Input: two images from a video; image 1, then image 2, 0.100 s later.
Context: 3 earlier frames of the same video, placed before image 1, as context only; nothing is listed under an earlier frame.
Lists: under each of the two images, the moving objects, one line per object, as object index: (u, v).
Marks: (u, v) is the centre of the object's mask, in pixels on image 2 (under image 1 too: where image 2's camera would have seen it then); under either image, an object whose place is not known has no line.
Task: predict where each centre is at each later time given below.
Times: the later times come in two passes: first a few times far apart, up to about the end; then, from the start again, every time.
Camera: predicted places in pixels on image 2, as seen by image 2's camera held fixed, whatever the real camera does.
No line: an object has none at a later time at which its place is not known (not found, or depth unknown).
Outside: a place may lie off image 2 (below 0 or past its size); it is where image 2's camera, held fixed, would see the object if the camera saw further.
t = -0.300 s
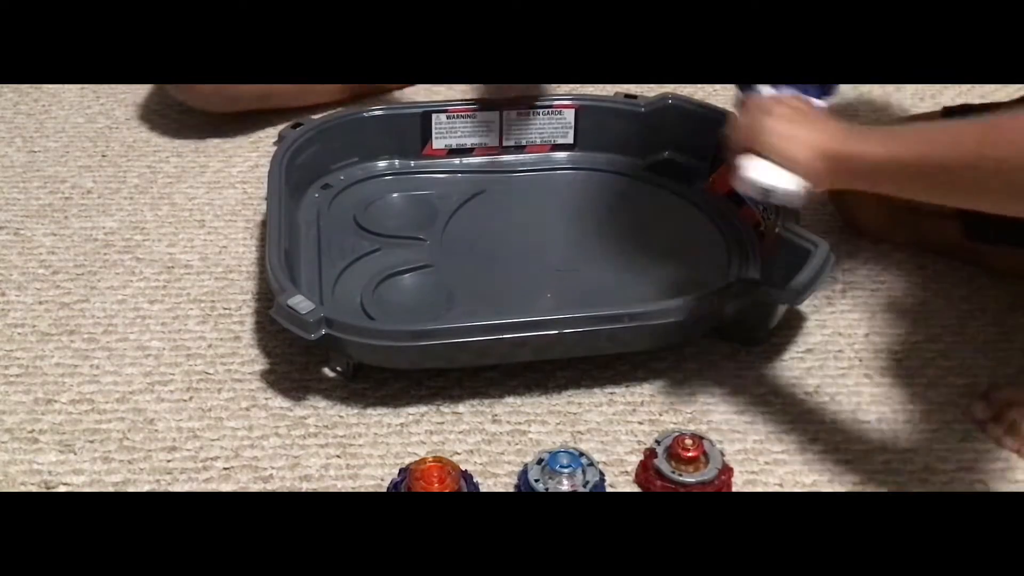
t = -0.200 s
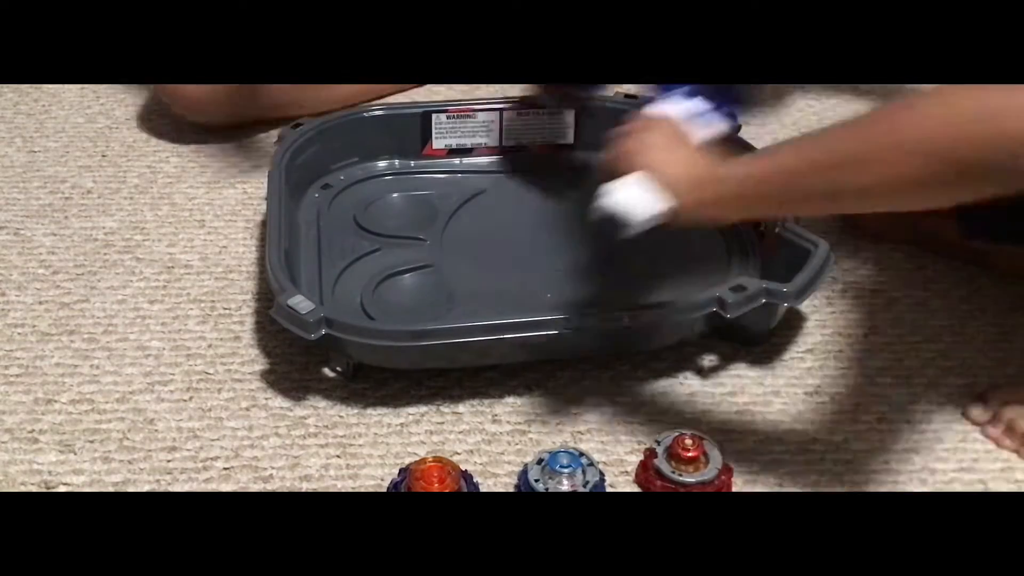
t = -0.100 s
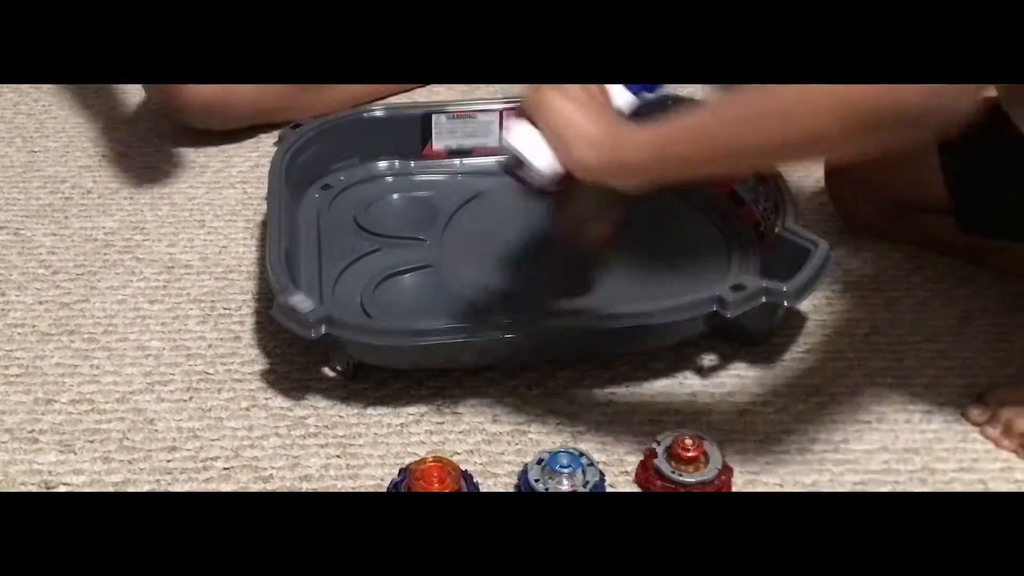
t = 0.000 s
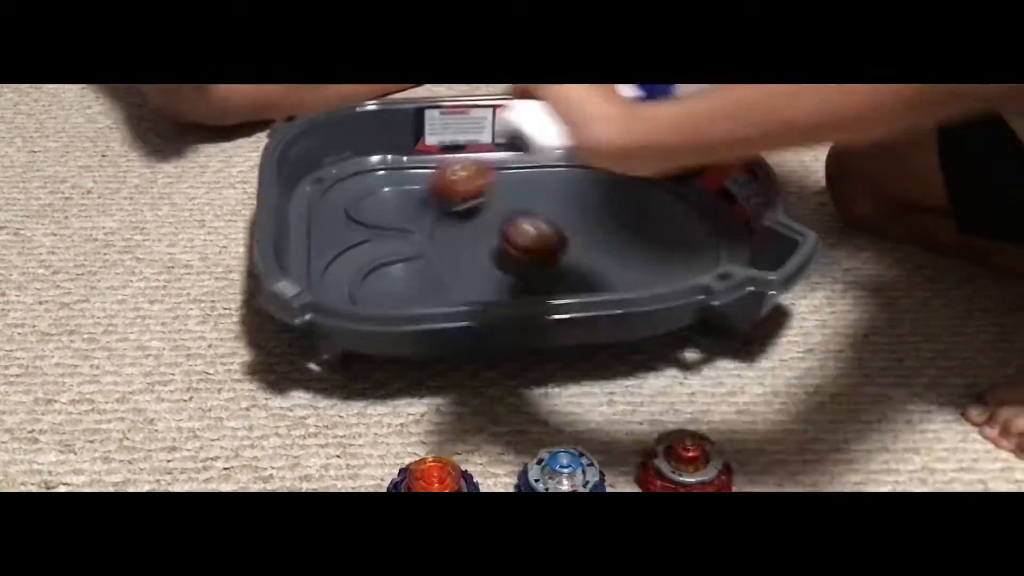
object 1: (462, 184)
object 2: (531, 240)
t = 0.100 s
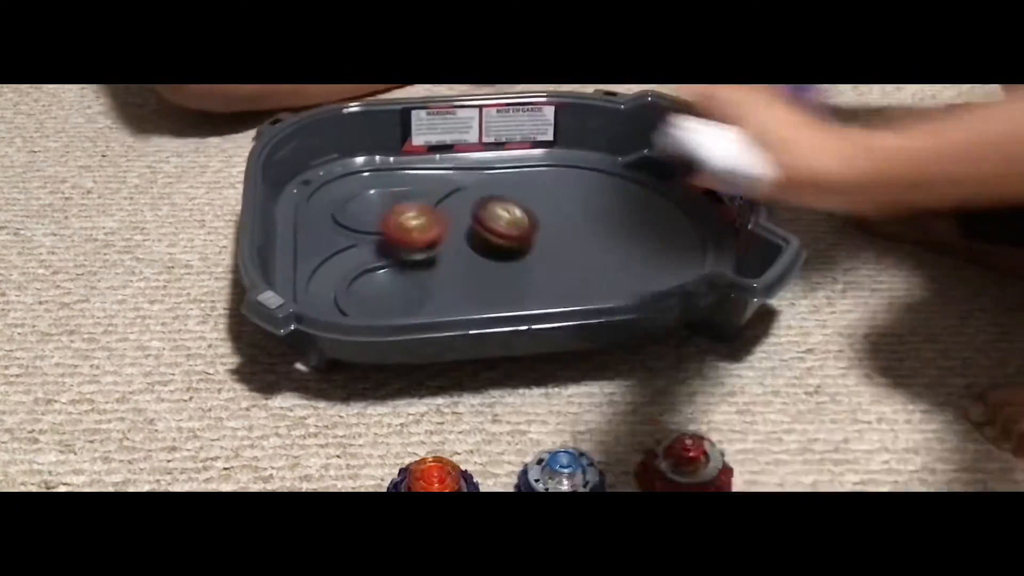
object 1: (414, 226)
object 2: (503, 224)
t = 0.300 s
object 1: (375, 302)
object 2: (493, 201)
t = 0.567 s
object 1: (343, 298)
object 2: (566, 241)
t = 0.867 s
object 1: (383, 303)
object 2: (616, 280)
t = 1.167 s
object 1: (529, 294)
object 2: (535, 259)
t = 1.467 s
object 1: (668, 206)
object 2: (512, 217)
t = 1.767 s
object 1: (397, 157)
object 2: (601, 223)
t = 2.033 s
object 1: (401, 222)
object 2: (632, 253)
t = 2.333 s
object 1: (499, 205)
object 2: (606, 280)
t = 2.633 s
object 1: (485, 183)
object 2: (560, 253)
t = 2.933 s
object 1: (442, 207)
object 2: (591, 230)
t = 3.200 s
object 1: (557, 261)
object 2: (617, 225)
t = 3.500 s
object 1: (595, 266)
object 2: (604, 192)
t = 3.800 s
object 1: (550, 289)
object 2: (475, 157)
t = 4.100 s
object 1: (515, 235)
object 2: (465, 177)
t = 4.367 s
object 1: (497, 269)
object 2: (627, 207)
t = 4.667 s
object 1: (607, 276)
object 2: (683, 259)
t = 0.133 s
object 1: (410, 237)
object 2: (497, 219)
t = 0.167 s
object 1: (409, 261)
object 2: (493, 213)
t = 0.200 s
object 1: (406, 286)
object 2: (490, 208)
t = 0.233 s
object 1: (393, 285)
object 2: (490, 203)
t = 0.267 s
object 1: (382, 291)
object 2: (491, 202)
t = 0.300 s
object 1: (375, 302)
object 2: (493, 201)
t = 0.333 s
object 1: (371, 302)
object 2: (499, 202)
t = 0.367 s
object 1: (367, 301)
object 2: (505, 205)
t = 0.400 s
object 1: (358, 301)
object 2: (512, 208)
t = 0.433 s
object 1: (355, 301)
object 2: (521, 214)
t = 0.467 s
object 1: (352, 300)
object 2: (531, 220)
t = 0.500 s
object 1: (350, 299)
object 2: (543, 226)
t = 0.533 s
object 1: (345, 299)
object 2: (554, 233)
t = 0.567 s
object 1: (343, 298)
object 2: (566, 241)
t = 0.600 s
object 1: (343, 298)
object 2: (577, 248)
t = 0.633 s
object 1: (343, 298)
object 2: (588, 255)
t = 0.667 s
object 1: (343, 298)
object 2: (598, 262)
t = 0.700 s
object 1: (345, 298)
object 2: (606, 267)
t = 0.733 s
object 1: (348, 299)
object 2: (613, 272)
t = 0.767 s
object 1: (356, 300)
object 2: (617, 275)
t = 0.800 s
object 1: (363, 302)
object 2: (619, 277)
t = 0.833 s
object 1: (372, 303)
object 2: (619, 279)
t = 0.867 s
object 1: (383, 303)
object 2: (616, 280)
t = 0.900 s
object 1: (395, 303)
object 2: (611, 282)
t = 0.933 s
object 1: (407, 302)
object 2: (605, 283)
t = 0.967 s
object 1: (420, 301)
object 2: (597, 283)
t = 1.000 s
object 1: (437, 300)
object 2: (587, 283)
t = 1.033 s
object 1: (454, 298)
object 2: (577, 282)
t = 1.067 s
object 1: (470, 298)
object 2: (567, 280)
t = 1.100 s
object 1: (489, 297)
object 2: (555, 279)
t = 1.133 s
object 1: (508, 296)
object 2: (548, 271)
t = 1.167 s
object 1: (529, 294)
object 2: (535, 259)
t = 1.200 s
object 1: (553, 292)
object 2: (523, 257)
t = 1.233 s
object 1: (577, 290)
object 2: (517, 253)
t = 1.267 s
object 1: (600, 287)
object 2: (510, 247)
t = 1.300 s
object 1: (621, 282)
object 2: (506, 240)
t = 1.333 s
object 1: (642, 274)
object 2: (503, 234)
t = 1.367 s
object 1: (657, 263)
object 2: (503, 228)
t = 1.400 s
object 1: (667, 247)
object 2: (504, 223)
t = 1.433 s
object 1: (673, 227)
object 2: (507, 220)
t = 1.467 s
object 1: (668, 206)
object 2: (512, 217)
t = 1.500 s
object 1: (649, 190)
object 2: (518, 214)
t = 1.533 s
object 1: (626, 174)
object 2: (526, 213)
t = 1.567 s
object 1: (596, 160)
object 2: (535, 213)
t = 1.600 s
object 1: (568, 155)
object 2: (545, 214)
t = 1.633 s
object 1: (529, 159)
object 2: (556, 215)
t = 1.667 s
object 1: (495, 158)
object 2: (569, 214)
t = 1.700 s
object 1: (459, 162)
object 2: (579, 218)
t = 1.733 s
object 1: (429, 155)
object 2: (590, 219)
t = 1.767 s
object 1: (397, 157)
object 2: (601, 223)
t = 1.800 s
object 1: (368, 162)
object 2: (610, 227)
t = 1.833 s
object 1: (341, 165)
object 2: (619, 230)
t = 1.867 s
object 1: (324, 182)
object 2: (627, 231)
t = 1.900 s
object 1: (320, 197)
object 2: (632, 237)
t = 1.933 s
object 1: (332, 209)
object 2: (636, 241)
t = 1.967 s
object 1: (352, 216)
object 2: (637, 245)
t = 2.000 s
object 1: (375, 219)
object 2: (635, 249)
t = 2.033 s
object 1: (401, 222)
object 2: (632, 253)
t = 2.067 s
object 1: (425, 227)
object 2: (626, 257)
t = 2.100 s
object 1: (451, 239)
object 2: (617, 262)
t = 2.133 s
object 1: (477, 243)
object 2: (607, 265)
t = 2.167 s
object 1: (500, 247)
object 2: (596, 269)
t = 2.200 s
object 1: (517, 247)
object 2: (584, 270)
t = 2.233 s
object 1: (519, 239)
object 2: (586, 274)
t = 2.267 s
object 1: (514, 228)
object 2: (592, 277)
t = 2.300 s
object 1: (507, 216)
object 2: (601, 278)
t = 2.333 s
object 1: (499, 205)
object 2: (606, 280)
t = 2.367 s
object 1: (491, 195)
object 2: (609, 279)
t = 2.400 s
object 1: (483, 185)
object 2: (610, 278)
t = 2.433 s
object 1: (474, 177)
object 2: (607, 278)
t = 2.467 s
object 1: (467, 170)
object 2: (602, 276)
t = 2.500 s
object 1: (464, 168)
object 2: (595, 274)
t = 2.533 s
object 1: (465, 168)
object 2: (587, 270)
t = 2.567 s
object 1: (471, 172)
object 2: (577, 265)
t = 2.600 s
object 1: (478, 178)
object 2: (568, 260)
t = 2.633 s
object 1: (485, 183)
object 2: (560, 253)
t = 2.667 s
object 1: (491, 190)
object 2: (551, 247)
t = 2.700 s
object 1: (496, 197)
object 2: (545, 240)
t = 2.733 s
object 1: (498, 200)
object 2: (544, 234)
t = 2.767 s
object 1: (490, 200)
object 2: (551, 234)
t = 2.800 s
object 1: (480, 200)
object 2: (560, 234)
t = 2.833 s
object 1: (470, 199)
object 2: (569, 233)
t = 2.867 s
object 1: (460, 200)
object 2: (577, 232)
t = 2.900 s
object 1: (450, 202)
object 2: (585, 231)
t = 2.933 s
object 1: (442, 207)
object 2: (591, 230)
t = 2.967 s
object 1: (439, 216)
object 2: (597, 229)
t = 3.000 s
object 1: (441, 225)
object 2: (602, 228)
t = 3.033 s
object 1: (453, 235)
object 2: (606, 228)
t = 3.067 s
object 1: (470, 245)
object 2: (609, 228)
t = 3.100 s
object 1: (493, 252)
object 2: (610, 228)
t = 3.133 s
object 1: (519, 257)
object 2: (610, 229)
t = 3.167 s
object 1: (546, 257)
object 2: (610, 230)
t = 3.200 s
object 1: (557, 261)
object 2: (617, 225)
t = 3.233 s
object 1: (553, 273)
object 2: (635, 209)
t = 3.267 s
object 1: (551, 275)
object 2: (652, 191)
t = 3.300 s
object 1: (553, 280)
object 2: (659, 178)
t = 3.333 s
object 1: (559, 282)
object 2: (654, 175)
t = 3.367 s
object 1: (569, 283)
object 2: (647, 178)
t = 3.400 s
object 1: (581, 282)
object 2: (638, 179)
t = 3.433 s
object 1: (590, 280)
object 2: (628, 183)
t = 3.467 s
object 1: (594, 275)
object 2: (616, 187)
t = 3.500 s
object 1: (595, 266)
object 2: (604, 192)
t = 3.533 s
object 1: (590, 257)
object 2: (591, 198)
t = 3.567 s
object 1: (579, 249)
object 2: (577, 204)
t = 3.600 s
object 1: (569, 253)
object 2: (560, 200)
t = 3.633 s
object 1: (569, 278)
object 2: (537, 165)
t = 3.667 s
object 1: (571, 286)
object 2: (519, 138)
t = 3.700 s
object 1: (567, 281)
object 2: (507, 125)
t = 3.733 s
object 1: (565, 282)
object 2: (497, 126)
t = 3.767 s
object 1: (556, 282)
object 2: (487, 134)
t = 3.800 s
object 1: (550, 289)
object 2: (475, 157)
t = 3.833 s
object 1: (540, 295)
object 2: (468, 159)
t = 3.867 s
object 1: (534, 289)
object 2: (460, 164)
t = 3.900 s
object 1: (527, 283)
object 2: (455, 171)
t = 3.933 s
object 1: (523, 275)
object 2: (450, 176)
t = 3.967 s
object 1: (521, 266)
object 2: (445, 173)
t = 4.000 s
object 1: (519, 257)
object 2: (444, 175)
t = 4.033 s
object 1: (518, 248)
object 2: (449, 177)
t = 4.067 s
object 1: (516, 240)
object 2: (455, 177)
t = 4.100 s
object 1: (515, 235)
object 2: (465, 177)
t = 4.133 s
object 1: (513, 230)
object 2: (479, 175)
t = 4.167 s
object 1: (511, 226)
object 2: (496, 187)
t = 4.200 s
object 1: (509, 228)
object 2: (518, 191)
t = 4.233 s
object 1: (506, 234)
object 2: (539, 193)
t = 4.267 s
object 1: (501, 242)
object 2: (560, 197)
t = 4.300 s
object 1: (498, 251)
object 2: (584, 200)
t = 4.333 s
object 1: (497, 260)
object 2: (606, 202)
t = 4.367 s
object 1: (497, 269)
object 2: (627, 207)
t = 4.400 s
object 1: (502, 278)
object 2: (646, 211)
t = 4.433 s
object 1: (511, 285)
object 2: (661, 214)
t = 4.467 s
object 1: (524, 289)
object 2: (671, 217)
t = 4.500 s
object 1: (539, 292)
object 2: (678, 226)
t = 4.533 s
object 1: (556, 292)
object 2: (684, 235)
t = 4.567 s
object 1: (573, 290)
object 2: (689, 243)
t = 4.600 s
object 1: (590, 285)
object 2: (690, 249)
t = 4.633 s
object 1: (605, 280)
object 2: (685, 255)
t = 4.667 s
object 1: (607, 276)
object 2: (683, 259)
